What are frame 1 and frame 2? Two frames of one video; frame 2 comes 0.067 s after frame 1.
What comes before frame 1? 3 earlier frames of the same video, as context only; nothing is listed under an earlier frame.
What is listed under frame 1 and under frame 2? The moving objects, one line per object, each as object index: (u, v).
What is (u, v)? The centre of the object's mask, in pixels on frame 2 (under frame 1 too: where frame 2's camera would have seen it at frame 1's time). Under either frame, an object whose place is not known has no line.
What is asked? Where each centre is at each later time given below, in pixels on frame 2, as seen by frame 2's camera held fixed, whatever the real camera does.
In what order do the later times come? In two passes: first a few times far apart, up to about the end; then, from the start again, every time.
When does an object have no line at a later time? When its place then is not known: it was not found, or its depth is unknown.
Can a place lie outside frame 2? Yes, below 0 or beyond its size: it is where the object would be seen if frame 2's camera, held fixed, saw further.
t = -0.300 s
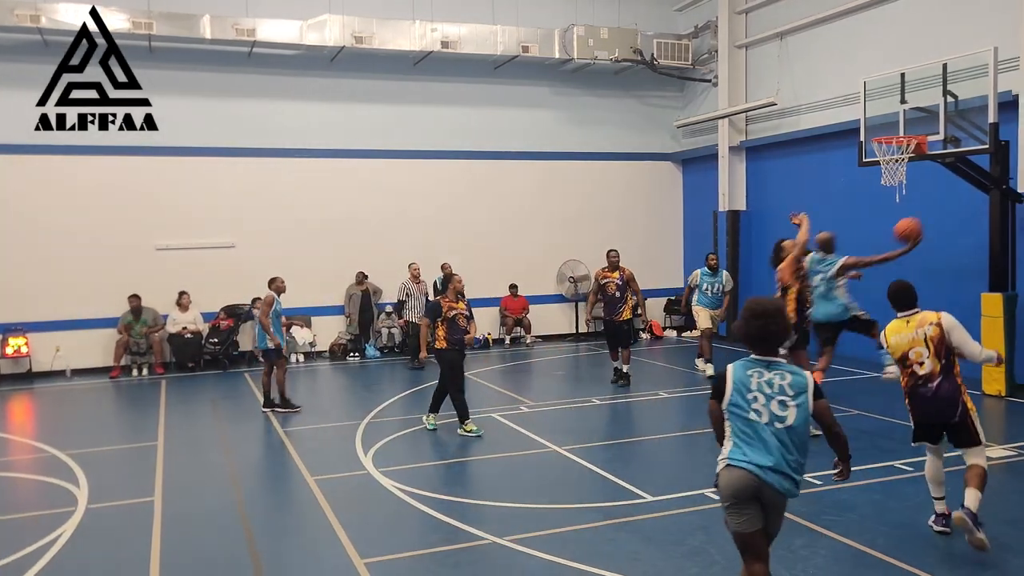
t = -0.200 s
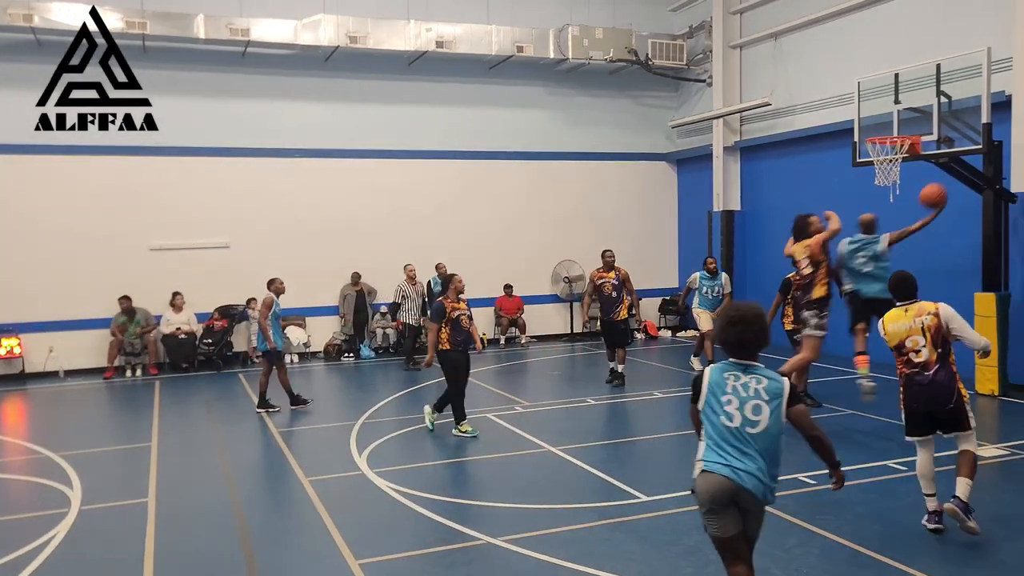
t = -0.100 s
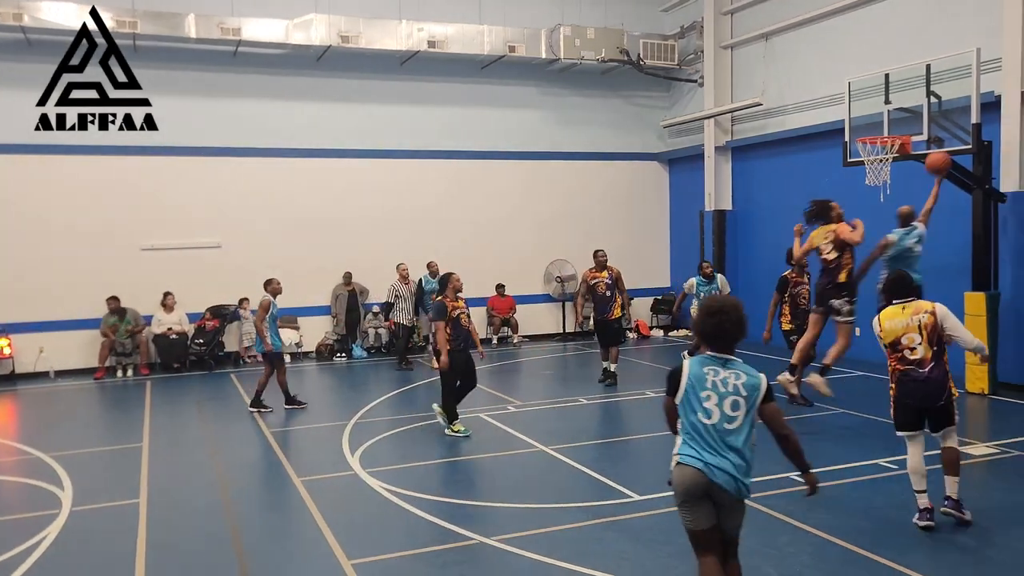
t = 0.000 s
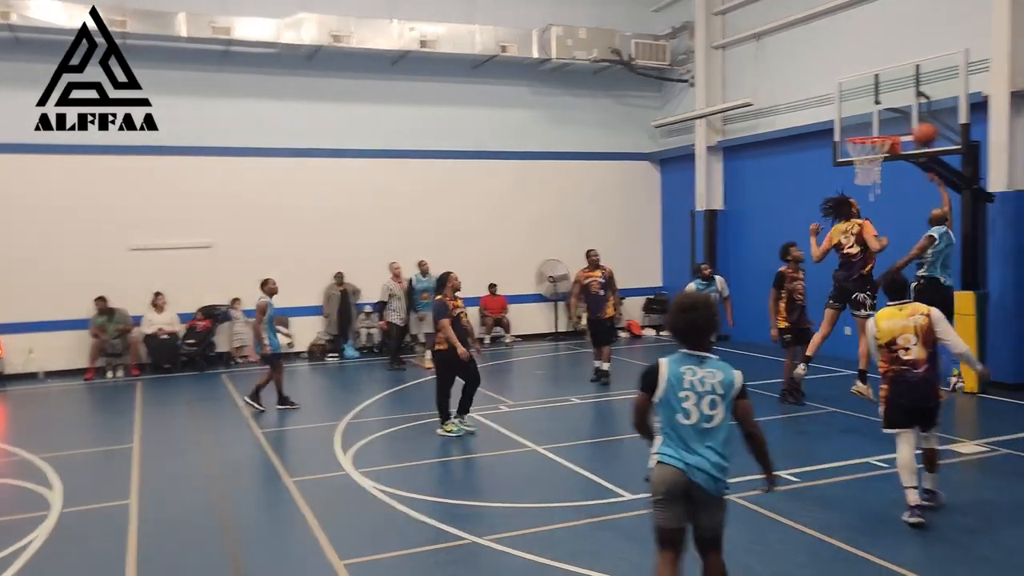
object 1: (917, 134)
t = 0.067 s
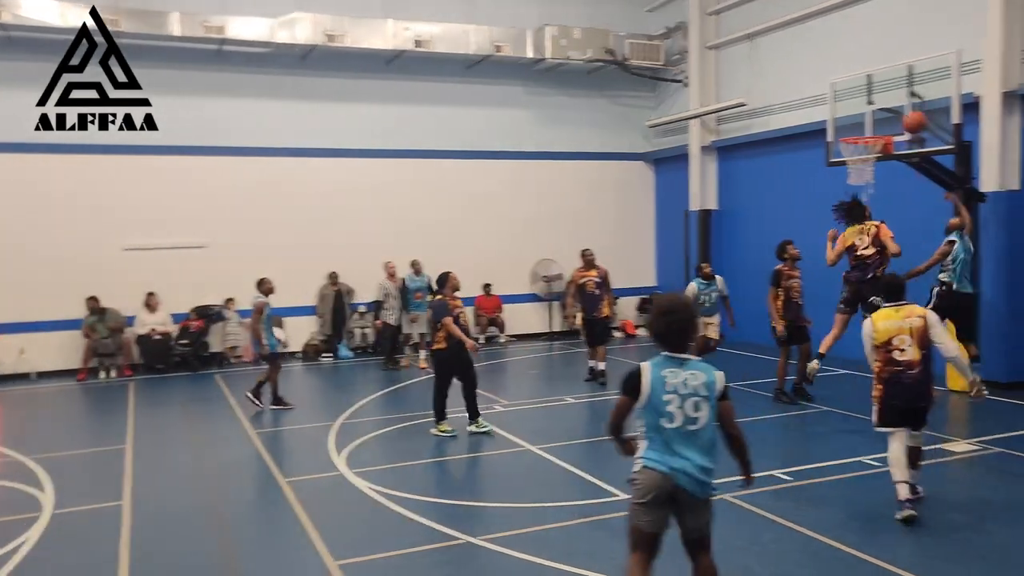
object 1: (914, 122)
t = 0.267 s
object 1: (902, 108)
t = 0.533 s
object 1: (853, 128)
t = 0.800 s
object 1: (855, 138)
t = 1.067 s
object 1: (867, 186)
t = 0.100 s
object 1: (913, 117)
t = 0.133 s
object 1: (912, 113)
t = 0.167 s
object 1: (910, 111)
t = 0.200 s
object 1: (910, 110)
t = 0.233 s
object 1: (908, 109)
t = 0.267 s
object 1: (902, 108)
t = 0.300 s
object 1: (896, 107)
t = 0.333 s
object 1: (890, 108)
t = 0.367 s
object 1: (883, 109)
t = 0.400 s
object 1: (878, 111)
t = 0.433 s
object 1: (871, 114)
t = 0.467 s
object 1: (864, 118)
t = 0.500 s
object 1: (859, 123)
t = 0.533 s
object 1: (853, 128)
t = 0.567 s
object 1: (853, 127)
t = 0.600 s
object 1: (853, 127)
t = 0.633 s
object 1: (853, 127)
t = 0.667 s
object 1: (853, 128)
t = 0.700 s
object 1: (853, 129)
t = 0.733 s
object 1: (854, 131)
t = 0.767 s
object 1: (854, 133)
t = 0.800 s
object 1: (855, 138)
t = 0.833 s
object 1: (857, 145)
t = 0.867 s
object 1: (858, 148)
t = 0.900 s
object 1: (858, 151)
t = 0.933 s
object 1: (860, 155)
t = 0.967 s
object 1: (862, 160)
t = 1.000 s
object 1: (866, 168)
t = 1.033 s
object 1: (866, 178)
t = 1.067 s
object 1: (867, 186)
